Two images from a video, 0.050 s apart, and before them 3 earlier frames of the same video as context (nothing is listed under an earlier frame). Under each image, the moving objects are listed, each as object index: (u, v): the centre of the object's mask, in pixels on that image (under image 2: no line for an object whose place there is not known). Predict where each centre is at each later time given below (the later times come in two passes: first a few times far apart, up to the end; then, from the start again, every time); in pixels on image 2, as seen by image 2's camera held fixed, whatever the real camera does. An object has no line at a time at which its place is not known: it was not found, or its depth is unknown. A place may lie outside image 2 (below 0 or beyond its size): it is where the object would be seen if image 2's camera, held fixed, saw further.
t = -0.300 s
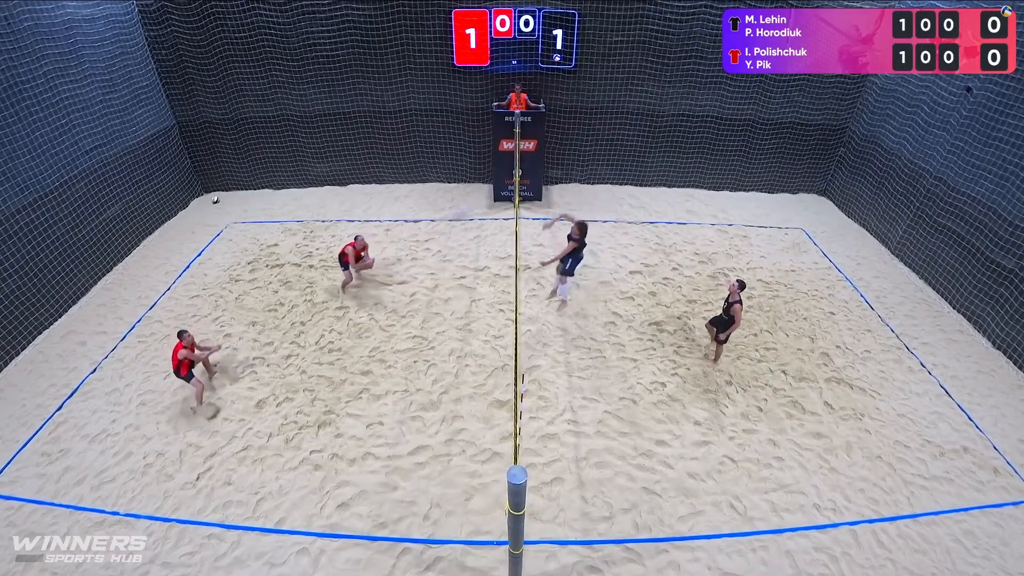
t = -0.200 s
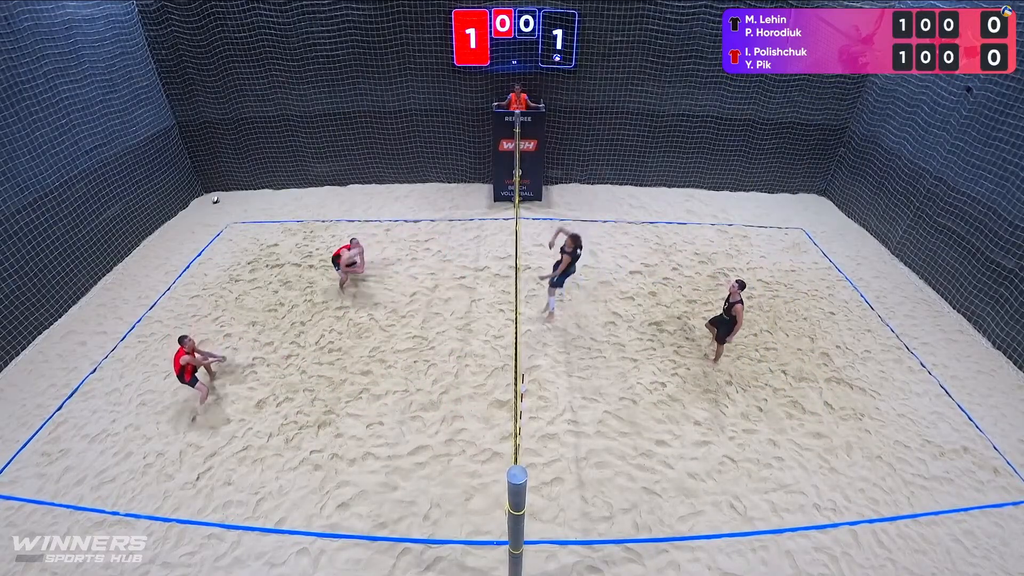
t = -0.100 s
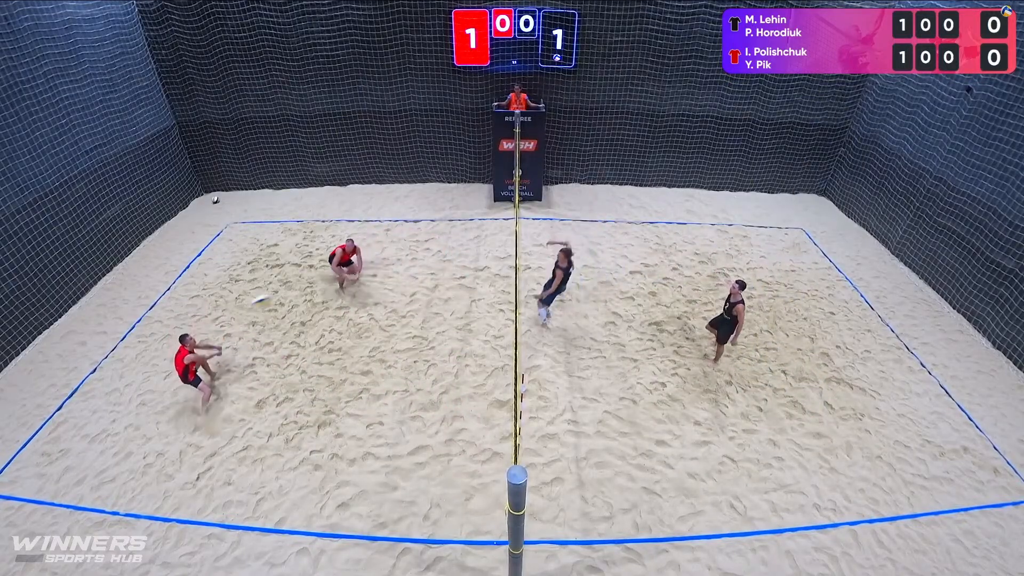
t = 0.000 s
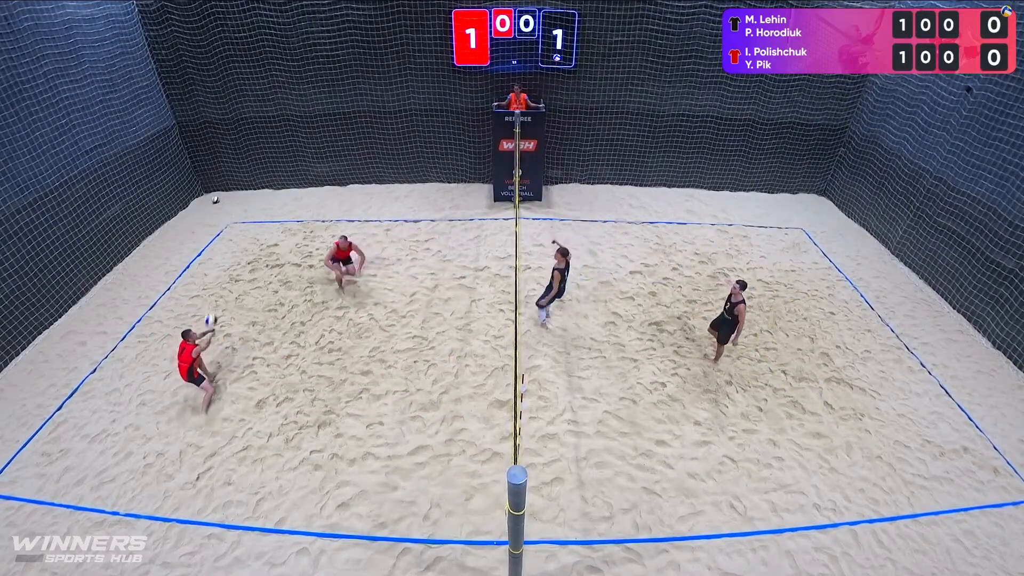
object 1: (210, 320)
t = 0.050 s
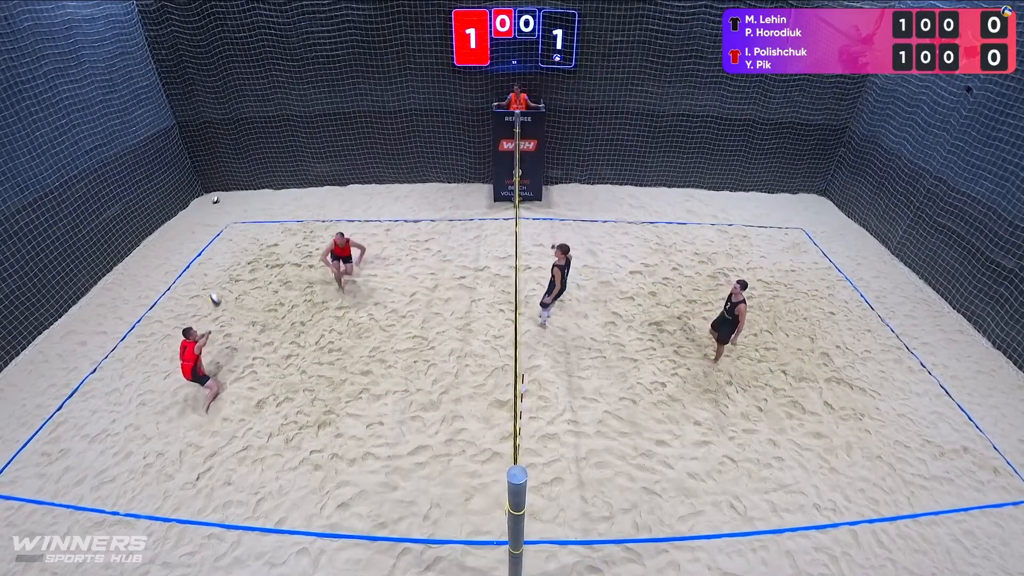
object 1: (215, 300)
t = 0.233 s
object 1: (237, 231)
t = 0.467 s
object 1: (283, 157)
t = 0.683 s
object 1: (346, 112)
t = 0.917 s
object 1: (423, 102)
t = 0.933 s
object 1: (429, 103)
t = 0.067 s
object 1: (216, 294)
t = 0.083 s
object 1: (217, 287)
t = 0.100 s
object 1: (219, 281)
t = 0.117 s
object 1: (221, 275)
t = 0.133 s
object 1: (223, 269)
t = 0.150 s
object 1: (226, 262)
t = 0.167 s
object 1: (227, 256)
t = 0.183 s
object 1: (230, 250)
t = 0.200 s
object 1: (232, 244)
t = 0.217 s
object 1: (235, 238)
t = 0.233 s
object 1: (237, 231)
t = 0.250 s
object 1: (240, 226)
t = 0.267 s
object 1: (243, 219)
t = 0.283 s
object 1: (246, 212)
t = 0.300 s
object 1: (249, 207)
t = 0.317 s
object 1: (251, 202)
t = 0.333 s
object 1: (254, 197)
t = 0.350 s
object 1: (259, 190)
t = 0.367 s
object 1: (262, 185)
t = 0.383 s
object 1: (265, 180)
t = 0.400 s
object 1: (269, 175)
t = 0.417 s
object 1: (273, 170)
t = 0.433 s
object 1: (276, 165)
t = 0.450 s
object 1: (280, 161)
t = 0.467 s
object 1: (283, 157)
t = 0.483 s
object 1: (289, 152)
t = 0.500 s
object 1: (293, 147)
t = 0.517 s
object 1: (298, 143)
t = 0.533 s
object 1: (302, 140)
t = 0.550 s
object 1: (307, 136)
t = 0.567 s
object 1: (312, 131)
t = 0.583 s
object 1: (316, 128)
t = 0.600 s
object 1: (321, 125)
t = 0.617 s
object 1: (326, 123)
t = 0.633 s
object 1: (332, 119)
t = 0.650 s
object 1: (336, 116)
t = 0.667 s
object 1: (341, 114)
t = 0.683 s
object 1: (346, 112)
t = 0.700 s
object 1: (351, 110)
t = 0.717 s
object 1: (357, 108)
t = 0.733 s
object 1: (363, 106)
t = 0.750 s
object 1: (367, 105)
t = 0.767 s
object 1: (373, 104)
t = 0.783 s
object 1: (378, 102)
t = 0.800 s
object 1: (384, 101)
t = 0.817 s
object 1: (391, 101)
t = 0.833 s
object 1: (395, 101)
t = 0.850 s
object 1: (401, 101)
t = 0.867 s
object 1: (407, 101)
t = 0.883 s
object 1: (413, 100)
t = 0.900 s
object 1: (418, 102)
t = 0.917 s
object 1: (423, 102)
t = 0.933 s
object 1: (429, 103)
